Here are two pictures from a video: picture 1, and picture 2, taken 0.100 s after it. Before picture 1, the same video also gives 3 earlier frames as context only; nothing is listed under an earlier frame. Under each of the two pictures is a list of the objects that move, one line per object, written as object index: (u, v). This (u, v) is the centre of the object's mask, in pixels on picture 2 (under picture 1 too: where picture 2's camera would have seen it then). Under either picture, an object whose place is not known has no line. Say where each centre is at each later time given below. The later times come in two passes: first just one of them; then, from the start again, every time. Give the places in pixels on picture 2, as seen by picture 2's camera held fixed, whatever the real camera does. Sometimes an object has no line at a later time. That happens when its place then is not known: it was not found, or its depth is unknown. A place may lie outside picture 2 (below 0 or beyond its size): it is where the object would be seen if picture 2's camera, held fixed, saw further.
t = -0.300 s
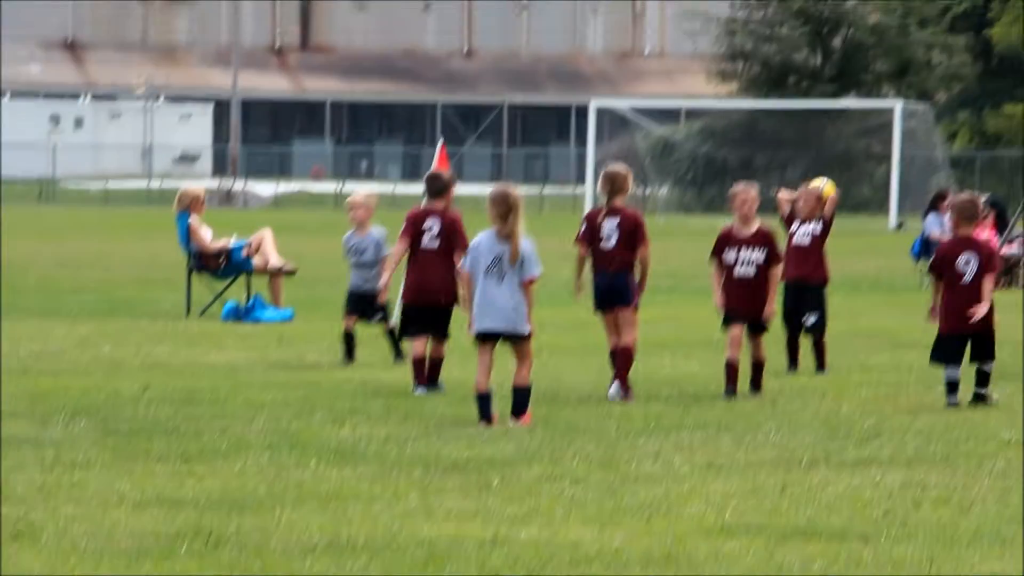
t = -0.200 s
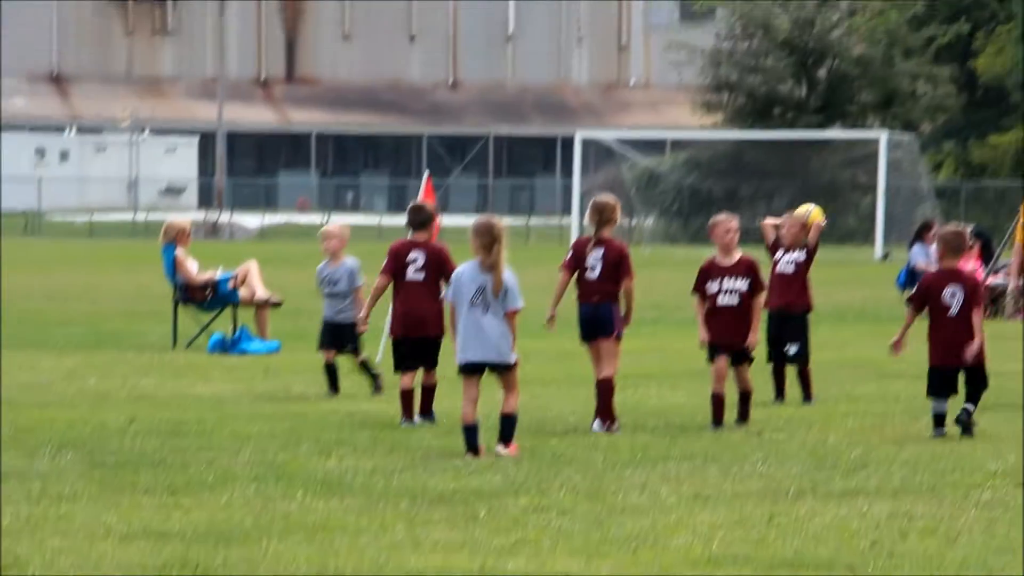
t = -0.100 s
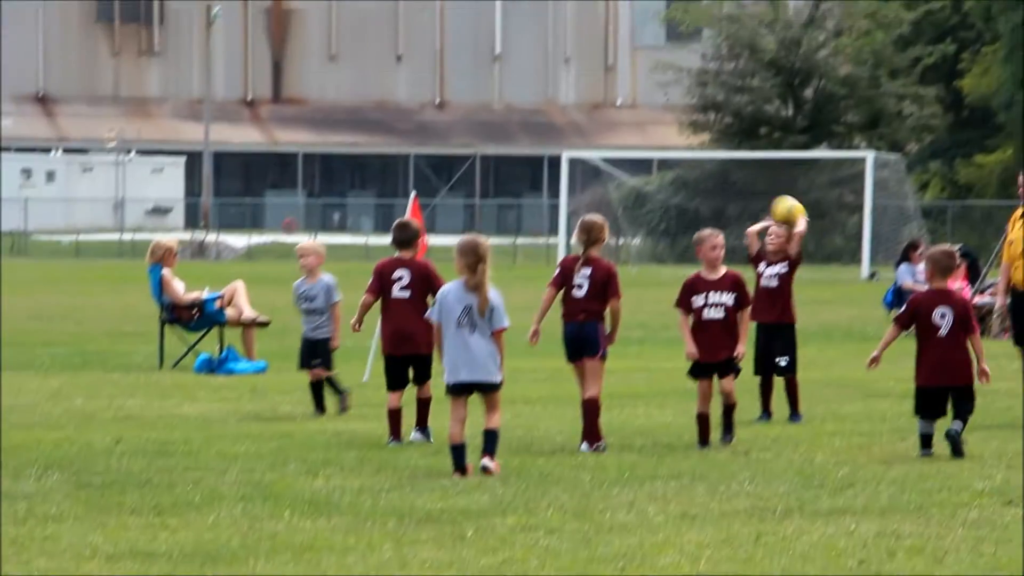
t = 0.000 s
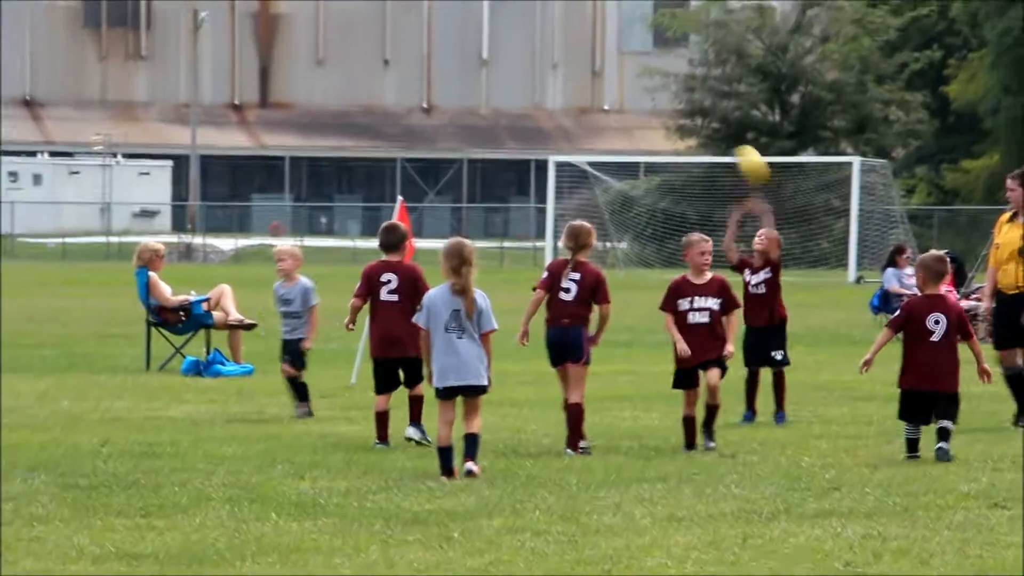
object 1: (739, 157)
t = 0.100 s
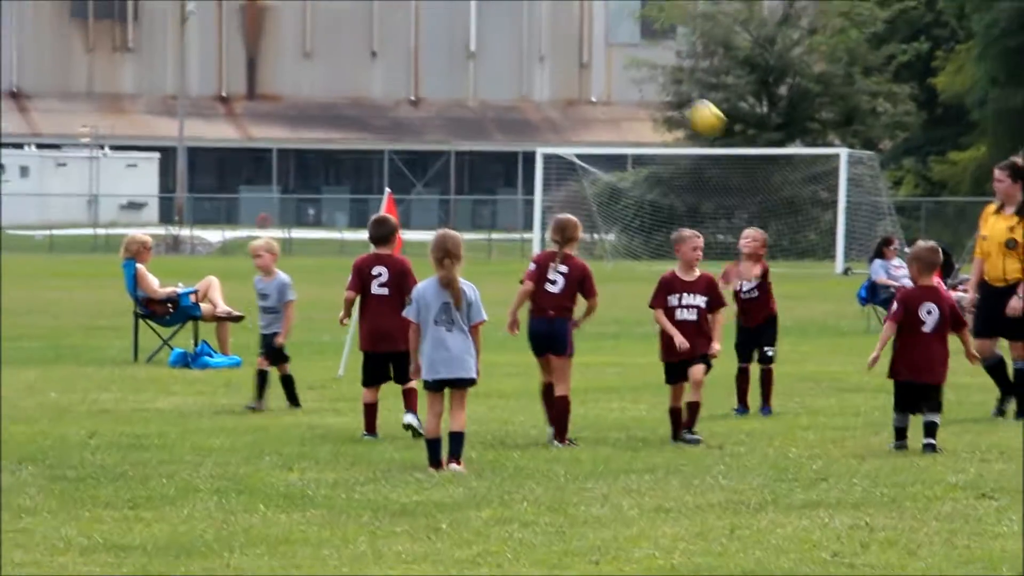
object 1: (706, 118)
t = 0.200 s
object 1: (672, 94)
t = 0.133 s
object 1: (695, 107)
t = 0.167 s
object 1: (684, 100)
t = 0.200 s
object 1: (672, 94)
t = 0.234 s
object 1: (661, 89)
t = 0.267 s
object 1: (649, 89)
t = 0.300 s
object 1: (636, 88)
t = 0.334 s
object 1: (624, 89)
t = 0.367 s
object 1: (611, 92)
